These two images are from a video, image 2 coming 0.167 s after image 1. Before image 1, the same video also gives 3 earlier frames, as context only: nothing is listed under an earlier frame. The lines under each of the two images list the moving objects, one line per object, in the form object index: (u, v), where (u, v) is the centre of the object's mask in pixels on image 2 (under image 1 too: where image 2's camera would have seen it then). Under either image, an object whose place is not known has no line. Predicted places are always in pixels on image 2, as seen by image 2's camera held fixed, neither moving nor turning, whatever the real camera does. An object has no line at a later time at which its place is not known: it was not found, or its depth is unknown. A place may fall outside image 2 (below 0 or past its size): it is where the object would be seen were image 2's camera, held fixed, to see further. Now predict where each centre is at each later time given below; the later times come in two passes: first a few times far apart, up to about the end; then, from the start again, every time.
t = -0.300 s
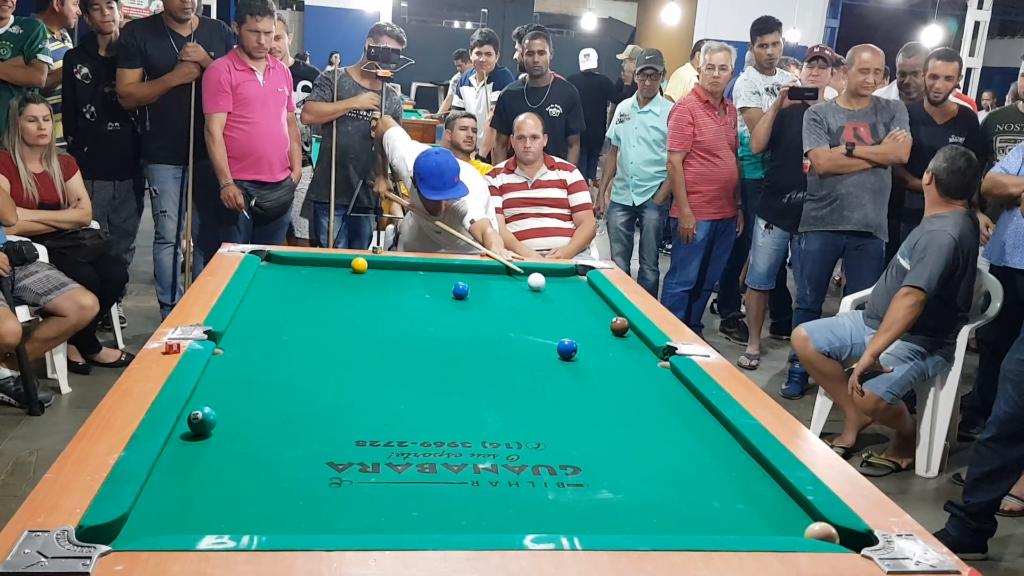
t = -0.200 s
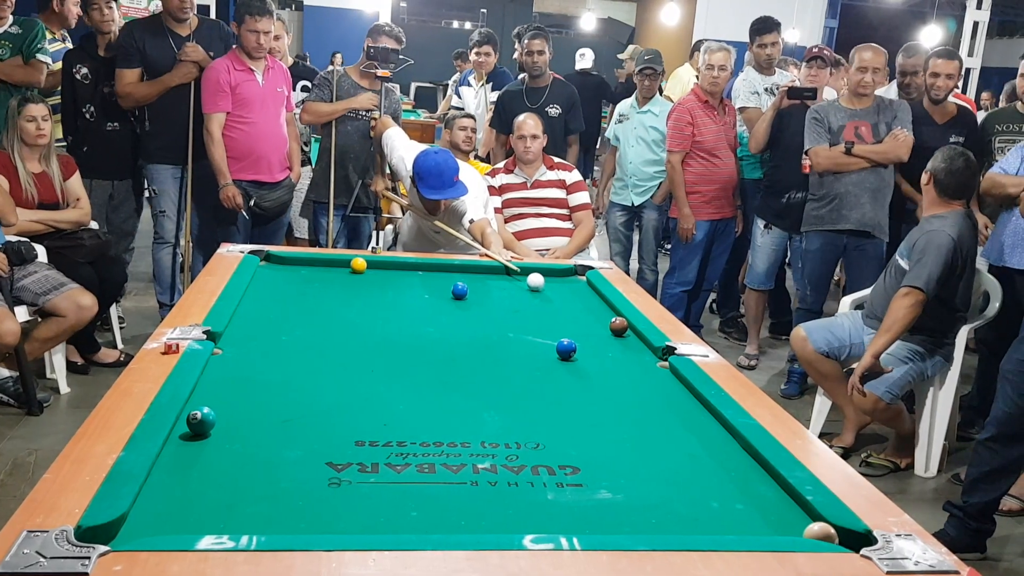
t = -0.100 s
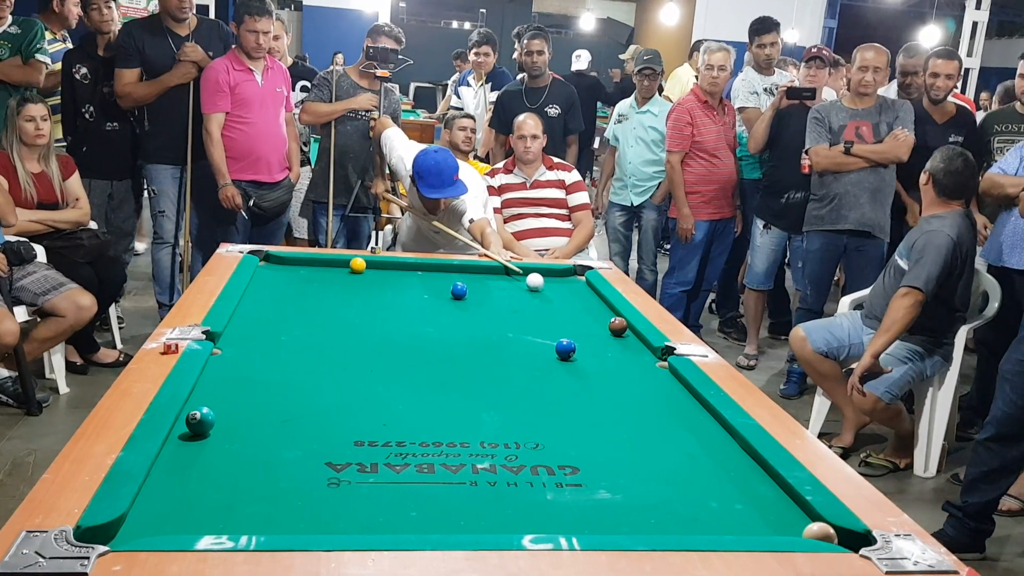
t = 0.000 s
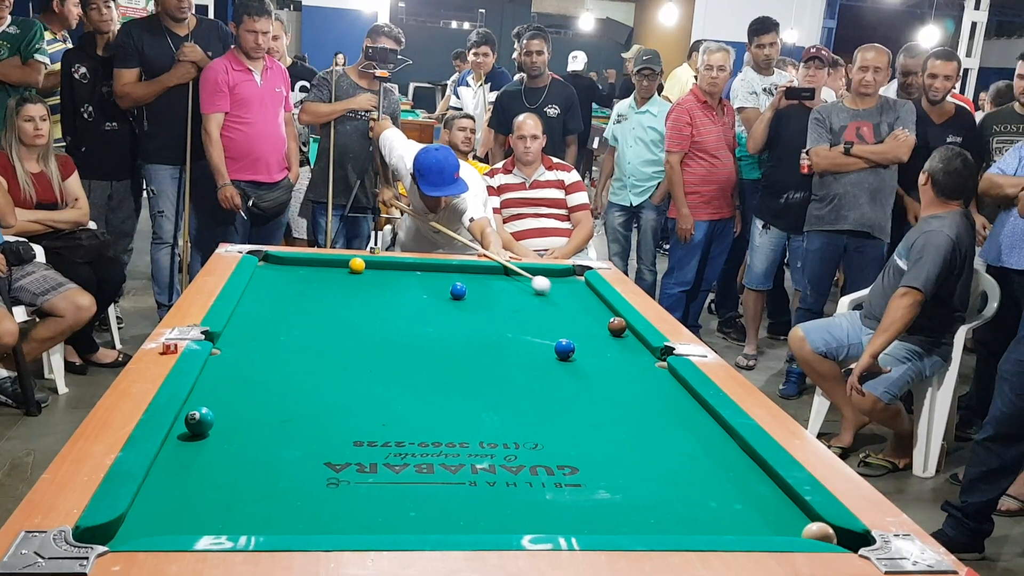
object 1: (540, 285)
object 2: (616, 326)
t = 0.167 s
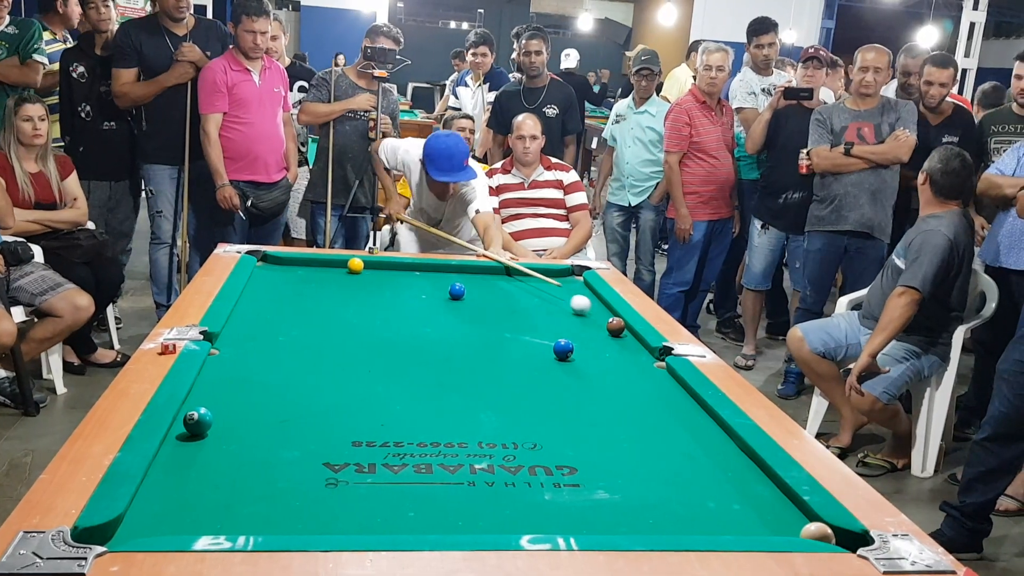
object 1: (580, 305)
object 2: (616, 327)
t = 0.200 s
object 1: (589, 309)
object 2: (615, 327)
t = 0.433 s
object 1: (611, 325)
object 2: (637, 349)
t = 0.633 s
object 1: (607, 334)
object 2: (662, 376)
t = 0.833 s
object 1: (604, 343)
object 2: (690, 405)
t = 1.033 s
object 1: (601, 352)
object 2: (723, 439)
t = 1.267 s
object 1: (597, 363)
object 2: (769, 486)
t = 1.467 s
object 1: (593, 373)
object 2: (805, 520)
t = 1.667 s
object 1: (590, 382)
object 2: (799, 520)
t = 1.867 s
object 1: (587, 391)
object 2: (797, 520)
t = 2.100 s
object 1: (584, 402)
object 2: (797, 520)
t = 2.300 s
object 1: (582, 411)
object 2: (797, 520)
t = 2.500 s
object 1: (579, 420)
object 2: (798, 520)
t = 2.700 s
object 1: (577, 428)
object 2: (798, 520)
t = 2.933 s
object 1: (575, 436)
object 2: (798, 520)
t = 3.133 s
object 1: (574, 443)
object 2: (798, 520)
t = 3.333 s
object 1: (573, 449)
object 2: (797, 520)
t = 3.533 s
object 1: (571, 454)
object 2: (797, 520)
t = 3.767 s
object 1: (569, 458)
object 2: (797, 520)
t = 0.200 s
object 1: (589, 309)
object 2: (615, 327)
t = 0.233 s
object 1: (598, 314)
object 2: (615, 327)
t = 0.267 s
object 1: (605, 316)
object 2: (616, 327)
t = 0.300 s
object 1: (614, 317)
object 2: (618, 329)
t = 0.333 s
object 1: (614, 320)
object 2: (623, 334)
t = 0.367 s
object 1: (613, 323)
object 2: (628, 339)
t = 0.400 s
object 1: (612, 324)
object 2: (632, 344)
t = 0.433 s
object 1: (611, 325)
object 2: (637, 349)
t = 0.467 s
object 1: (610, 327)
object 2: (641, 354)
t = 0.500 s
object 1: (610, 328)
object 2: (645, 358)
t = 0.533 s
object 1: (609, 330)
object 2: (650, 362)
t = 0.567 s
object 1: (608, 331)
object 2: (654, 367)
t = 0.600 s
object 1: (608, 333)
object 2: (658, 371)
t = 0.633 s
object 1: (607, 334)
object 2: (662, 376)
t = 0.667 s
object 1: (607, 336)
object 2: (667, 380)
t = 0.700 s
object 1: (606, 337)
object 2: (671, 385)
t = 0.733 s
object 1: (606, 339)
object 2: (676, 390)
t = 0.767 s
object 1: (605, 340)
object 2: (681, 395)
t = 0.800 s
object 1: (604, 342)
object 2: (686, 400)
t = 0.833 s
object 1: (604, 343)
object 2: (690, 405)
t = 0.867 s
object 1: (603, 345)
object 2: (695, 410)
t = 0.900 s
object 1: (603, 346)
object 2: (701, 415)
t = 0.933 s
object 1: (602, 348)
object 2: (706, 421)
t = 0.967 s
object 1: (602, 349)
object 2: (712, 427)
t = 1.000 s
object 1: (601, 351)
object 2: (718, 433)
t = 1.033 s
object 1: (601, 352)
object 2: (723, 439)
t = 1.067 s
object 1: (600, 354)
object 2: (729, 445)
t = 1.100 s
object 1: (599, 356)
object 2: (736, 451)
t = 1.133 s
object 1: (599, 357)
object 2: (742, 459)
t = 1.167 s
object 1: (598, 359)
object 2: (749, 465)
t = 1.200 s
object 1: (598, 360)
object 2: (755, 473)
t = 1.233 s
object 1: (597, 362)
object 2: (762, 479)
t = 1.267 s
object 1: (597, 363)
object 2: (769, 486)
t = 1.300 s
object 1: (596, 365)
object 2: (777, 494)
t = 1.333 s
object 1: (596, 366)
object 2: (784, 503)
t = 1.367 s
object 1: (595, 368)
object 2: (792, 510)
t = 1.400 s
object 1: (595, 369)
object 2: (799, 516)
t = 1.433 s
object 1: (594, 371)
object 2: (803, 519)
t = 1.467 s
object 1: (593, 373)
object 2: (805, 520)
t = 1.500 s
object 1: (593, 374)
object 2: (803, 520)
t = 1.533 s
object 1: (592, 376)
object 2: (802, 520)
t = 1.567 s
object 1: (592, 377)
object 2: (801, 520)
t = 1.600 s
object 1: (591, 379)
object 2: (800, 520)
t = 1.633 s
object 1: (591, 380)
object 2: (799, 520)
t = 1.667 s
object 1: (590, 382)
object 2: (799, 520)
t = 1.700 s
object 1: (590, 384)
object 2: (798, 520)
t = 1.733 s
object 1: (589, 385)
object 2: (798, 520)
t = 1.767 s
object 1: (589, 387)
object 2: (797, 520)
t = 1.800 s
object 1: (588, 388)
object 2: (797, 520)
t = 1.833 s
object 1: (588, 390)
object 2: (797, 520)
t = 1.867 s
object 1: (587, 391)
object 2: (797, 520)
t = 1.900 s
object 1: (587, 393)
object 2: (797, 520)
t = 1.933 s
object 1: (587, 395)
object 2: (797, 520)
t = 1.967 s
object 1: (586, 396)
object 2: (797, 520)
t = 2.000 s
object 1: (586, 397)
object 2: (797, 520)
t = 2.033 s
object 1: (585, 399)
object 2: (797, 520)
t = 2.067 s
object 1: (585, 401)
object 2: (797, 520)
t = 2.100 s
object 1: (584, 402)
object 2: (797, 520)
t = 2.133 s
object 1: (584, 403)
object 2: (797, 520)
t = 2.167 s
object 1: (584, 405)
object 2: (797, 520)
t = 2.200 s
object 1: (583, 407)
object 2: (797, 520)
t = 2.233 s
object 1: (583, 408)
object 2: (797, 520)
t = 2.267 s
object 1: (582, 410)
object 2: (797, 520)
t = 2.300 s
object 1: (582, 411)
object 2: (797, 520)
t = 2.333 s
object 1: (582, 412)
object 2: (797, 520)
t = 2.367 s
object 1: (581, 414)
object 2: (798, 520)
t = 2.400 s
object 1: (581, 415)
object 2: (797, 520)
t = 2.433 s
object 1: (580, 417)
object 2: (797, 520)
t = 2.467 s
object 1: (580, 418)
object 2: (798, 520)
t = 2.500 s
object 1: (579, 420)
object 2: (798, 520)
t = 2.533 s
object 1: (579, 421)
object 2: (798, 520)
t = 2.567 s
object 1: (579, 422)
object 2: (798, 520)
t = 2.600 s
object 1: (578, 424)
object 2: (798, 520)
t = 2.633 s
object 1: (578, 425)
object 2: (798, 520)
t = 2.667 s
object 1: (577, 426)
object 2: (798, 520)
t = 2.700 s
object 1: (577, 428)
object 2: (798, 520)
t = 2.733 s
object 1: (577, 429)
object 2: (798, 520)
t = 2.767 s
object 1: (577, 430)
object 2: (798, 520)
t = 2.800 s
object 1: (576, 431)
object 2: (798, 520)
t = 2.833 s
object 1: (576, 433)
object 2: (797, 520)
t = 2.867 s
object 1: (576, 434)
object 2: (798, 520)
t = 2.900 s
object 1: (575, 435)
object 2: (797, 520)
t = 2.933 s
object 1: (575, 436)
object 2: (798, 520)
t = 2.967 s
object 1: (575, 437)
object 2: (798, 520)
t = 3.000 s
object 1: (575, 439)
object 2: (797, 520)
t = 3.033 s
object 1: (574, 440)
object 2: (797, 520)
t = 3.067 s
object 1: (574, 441)
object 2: (797, 520)
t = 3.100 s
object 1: (574, 442)
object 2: (798, 520)
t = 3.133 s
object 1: (574, 443)
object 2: (798, 520)
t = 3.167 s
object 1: (574, 444)
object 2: (798, 520)
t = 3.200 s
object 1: (573, 445)
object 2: (797, 520)
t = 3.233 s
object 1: (573, 446)
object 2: (797, 520)
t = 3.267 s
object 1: (573, 447)
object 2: (797, 520)
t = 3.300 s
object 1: (573, 448)
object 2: (797, 520)
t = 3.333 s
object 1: (573, 449)
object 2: (797, 520)
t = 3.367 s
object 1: (572, 450)
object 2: (797, 520)
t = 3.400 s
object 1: (572, 451)
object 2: (797, 520)
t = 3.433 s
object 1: (572, 452)
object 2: (797, 520)
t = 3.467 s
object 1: (572, 452)
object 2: (797, 520)
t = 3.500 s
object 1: (572, 453)
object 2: (797, 520)
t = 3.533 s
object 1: (571, 454)
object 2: (797, 520)
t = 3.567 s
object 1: (571, 455)
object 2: (797, 520)
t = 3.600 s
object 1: (571, 455)
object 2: (798, 520)
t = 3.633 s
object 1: (571, 456)
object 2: (798, 520)
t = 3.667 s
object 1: (570, 456)
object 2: (797, 520)
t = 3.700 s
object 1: (570, 457)
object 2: (797, 520)
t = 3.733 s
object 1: (570, 457)
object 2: (797, 520)
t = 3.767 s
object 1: (569, 458)
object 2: (797, 520)
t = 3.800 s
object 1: (569, 458)
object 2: (797, 520)
